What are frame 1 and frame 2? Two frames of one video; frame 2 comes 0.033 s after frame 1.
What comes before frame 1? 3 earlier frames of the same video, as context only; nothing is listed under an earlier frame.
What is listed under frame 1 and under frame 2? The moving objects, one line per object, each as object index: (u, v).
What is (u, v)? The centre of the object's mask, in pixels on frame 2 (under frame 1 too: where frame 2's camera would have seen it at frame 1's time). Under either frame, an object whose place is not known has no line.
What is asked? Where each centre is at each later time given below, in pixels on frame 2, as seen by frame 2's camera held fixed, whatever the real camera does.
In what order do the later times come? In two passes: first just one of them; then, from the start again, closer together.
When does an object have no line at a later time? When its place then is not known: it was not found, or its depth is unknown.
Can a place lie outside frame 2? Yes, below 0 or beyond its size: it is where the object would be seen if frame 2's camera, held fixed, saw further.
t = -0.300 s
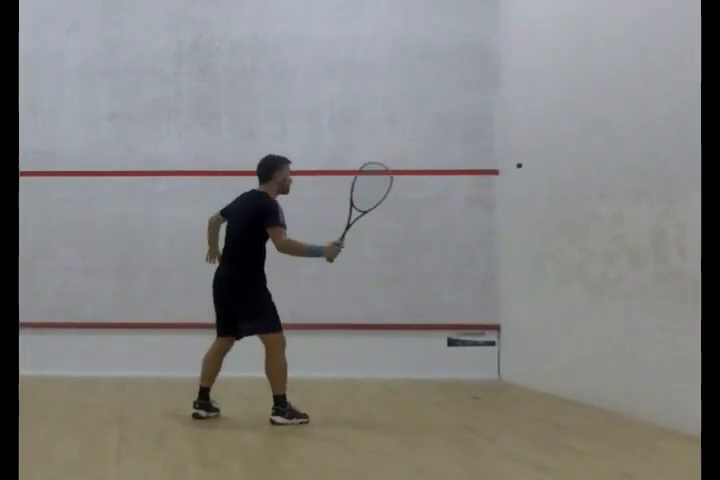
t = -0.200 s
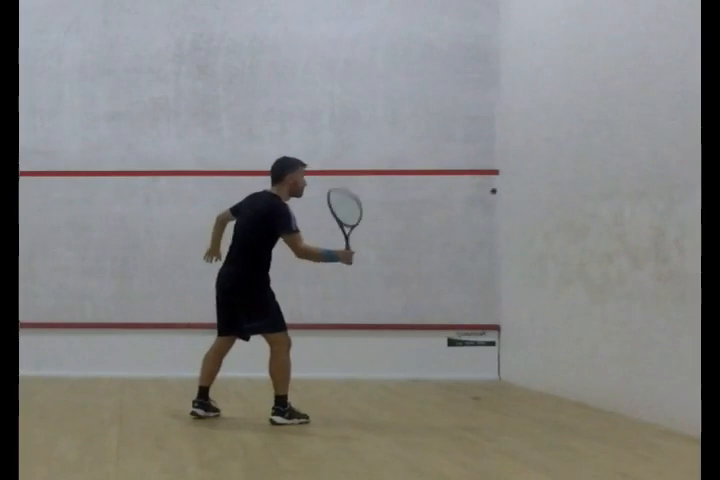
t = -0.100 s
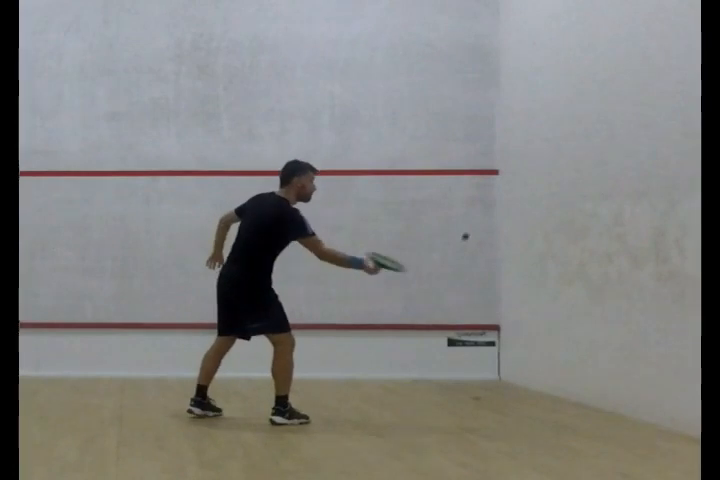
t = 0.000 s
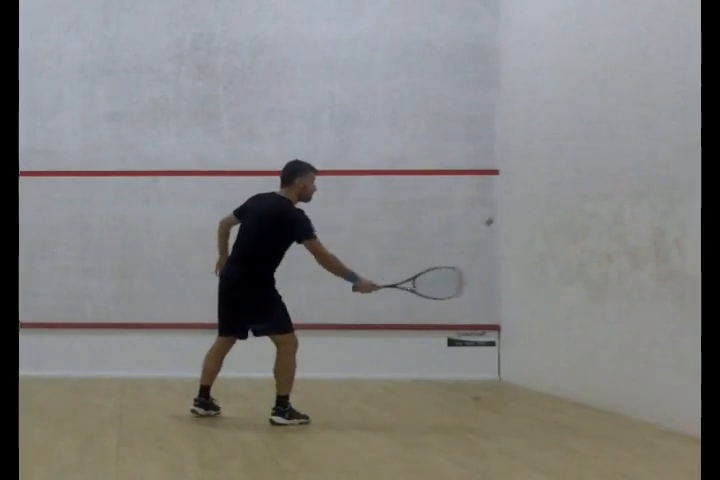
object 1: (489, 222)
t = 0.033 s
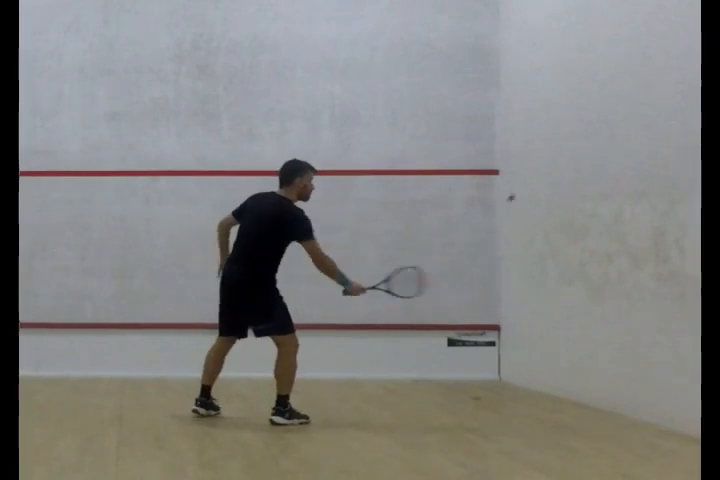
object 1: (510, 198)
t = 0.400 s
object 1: (336, 164)
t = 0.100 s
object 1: (537, 164)
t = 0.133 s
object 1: (502, 160)
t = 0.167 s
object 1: (468, 157)
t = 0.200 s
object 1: (438, 155)
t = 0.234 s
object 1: (410, 156)
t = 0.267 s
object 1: (395, 155)
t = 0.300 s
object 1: (381, 155)
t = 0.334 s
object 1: (366, 156)
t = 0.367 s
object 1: (351, 160)
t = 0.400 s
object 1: (336, 164)
